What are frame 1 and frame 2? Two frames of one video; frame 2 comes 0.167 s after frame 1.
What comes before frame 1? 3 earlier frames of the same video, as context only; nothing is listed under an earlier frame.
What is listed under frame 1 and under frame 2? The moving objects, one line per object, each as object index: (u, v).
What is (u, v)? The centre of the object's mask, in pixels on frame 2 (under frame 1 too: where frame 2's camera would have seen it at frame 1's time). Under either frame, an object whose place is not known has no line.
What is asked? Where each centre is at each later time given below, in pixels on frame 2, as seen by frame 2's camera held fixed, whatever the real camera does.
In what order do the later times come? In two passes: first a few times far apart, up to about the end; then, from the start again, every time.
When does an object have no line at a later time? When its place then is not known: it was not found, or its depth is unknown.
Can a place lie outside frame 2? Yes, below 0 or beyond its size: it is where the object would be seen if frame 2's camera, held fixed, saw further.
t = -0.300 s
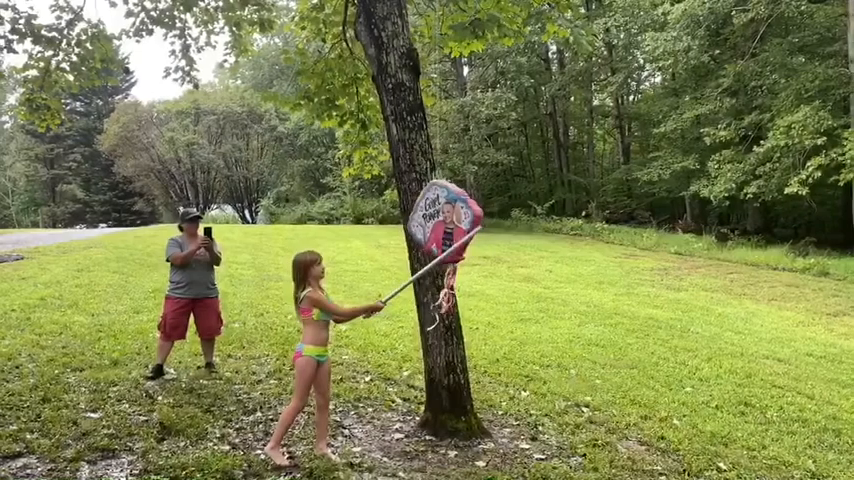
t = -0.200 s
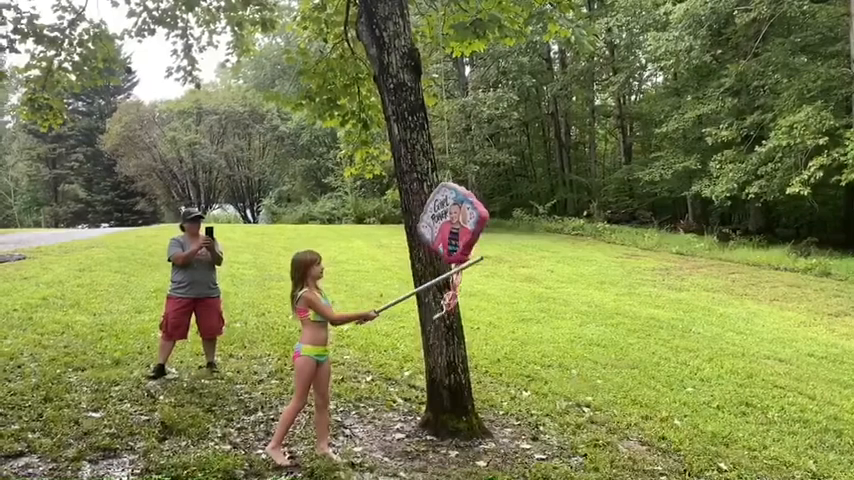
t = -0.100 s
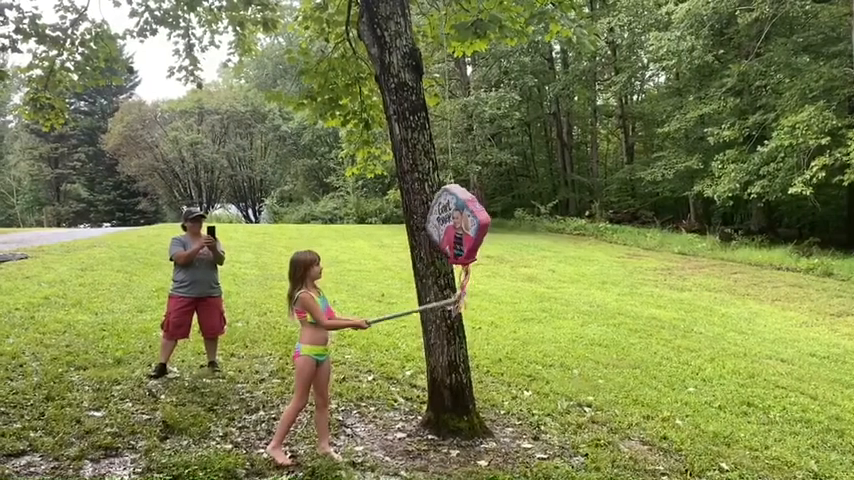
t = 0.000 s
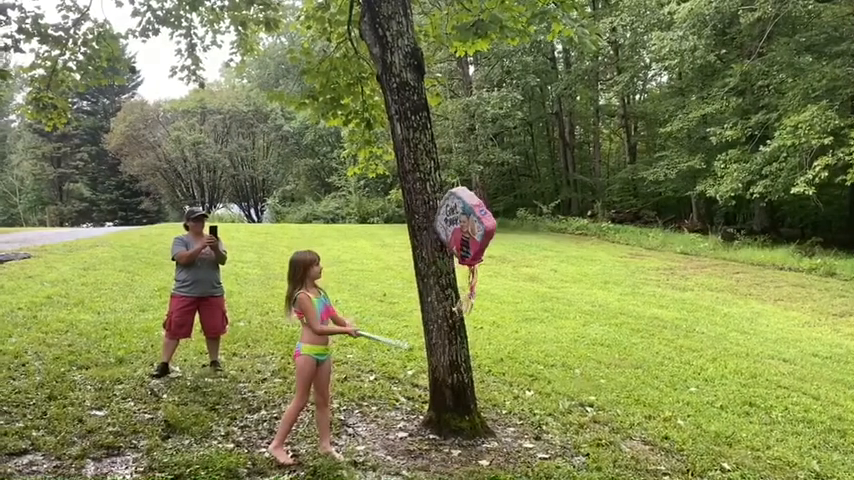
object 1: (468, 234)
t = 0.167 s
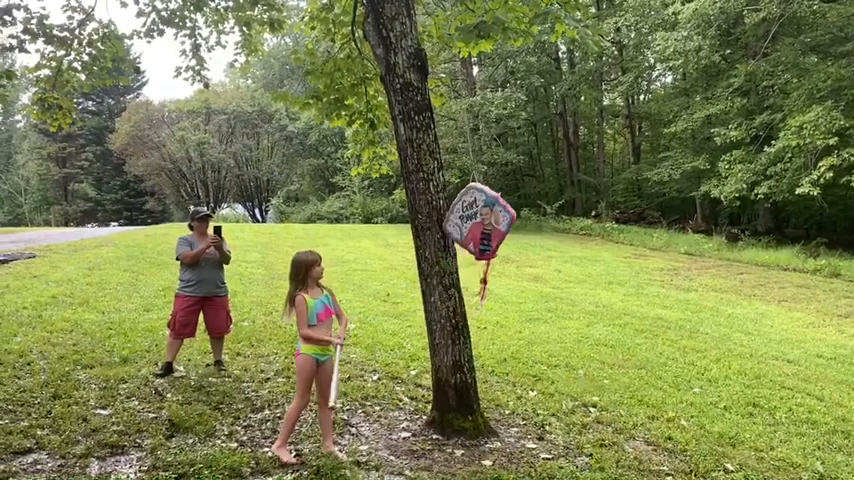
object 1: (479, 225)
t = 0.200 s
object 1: (480, 223)
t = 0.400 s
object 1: (488, 217)
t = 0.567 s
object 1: (492, 220)
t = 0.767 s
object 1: (487, 230)
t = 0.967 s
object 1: (475, 231)
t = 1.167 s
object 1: (462, 234)
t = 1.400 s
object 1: (438, 231)
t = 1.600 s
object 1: (427, 226)
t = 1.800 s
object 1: (415, 230)
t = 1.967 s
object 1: (417, 231)
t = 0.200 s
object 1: (480, 223)
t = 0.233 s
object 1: (480, 221)
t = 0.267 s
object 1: (481, 220)
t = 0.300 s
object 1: (482, 219)
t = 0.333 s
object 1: (484, 218)
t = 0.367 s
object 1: (486, 217)
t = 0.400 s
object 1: (488, 217)
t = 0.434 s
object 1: (490, 216)
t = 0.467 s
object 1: (492, 218)
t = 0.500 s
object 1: (492, 217)
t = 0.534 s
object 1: (492, 218)
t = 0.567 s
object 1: (492, 220)
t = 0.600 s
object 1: (491, 221)
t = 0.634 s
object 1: (489, 222)
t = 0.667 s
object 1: (488, 223)
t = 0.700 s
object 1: (487, 226)
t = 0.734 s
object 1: (487, 228)
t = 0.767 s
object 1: (487, 230)
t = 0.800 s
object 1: (487, 229)
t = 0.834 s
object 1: (486, 230)
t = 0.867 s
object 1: (484, 231)
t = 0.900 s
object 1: (480, 230)
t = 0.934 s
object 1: (478, 231)
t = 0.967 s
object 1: (475, 231)
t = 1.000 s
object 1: (472, 232)
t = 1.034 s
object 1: (469, 233)
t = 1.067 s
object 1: (467, 232)
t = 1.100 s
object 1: (465, 232)
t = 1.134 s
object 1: (464, 231)
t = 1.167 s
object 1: (462, 234)
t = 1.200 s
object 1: (459, 233)
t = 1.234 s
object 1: (456, 233)
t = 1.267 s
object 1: (452, 232)
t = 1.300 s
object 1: (448, 231)
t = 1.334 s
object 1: (443, 228)
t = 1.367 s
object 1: (440, 228)
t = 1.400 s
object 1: (438, 231)
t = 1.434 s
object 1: (435, 230)
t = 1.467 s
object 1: (434, 229)
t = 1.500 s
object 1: (432, 228)
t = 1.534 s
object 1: (431, 226)
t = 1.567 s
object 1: (430, 225)
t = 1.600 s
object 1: (427, 226)
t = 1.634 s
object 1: (425, 227)
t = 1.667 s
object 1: (422, 227)
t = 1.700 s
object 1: (419, 227)
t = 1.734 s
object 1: (417, 228)
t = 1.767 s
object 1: (416, 229)
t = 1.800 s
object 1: (415, 230)
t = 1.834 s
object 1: (415, 231)
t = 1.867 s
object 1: (415, 231)
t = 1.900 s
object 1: (416, 232)
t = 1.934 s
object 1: (416, 233)
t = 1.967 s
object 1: (417, 231)
